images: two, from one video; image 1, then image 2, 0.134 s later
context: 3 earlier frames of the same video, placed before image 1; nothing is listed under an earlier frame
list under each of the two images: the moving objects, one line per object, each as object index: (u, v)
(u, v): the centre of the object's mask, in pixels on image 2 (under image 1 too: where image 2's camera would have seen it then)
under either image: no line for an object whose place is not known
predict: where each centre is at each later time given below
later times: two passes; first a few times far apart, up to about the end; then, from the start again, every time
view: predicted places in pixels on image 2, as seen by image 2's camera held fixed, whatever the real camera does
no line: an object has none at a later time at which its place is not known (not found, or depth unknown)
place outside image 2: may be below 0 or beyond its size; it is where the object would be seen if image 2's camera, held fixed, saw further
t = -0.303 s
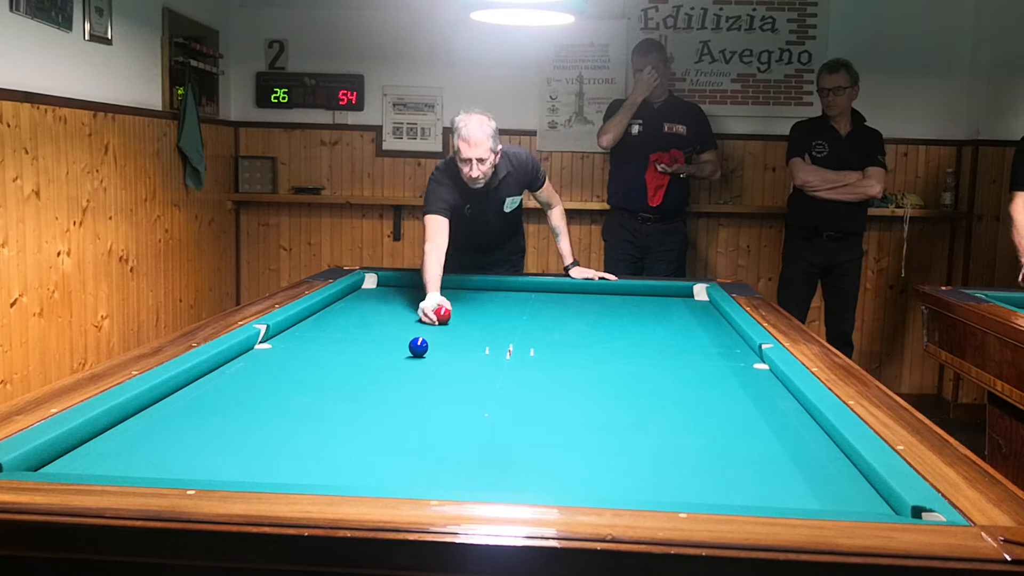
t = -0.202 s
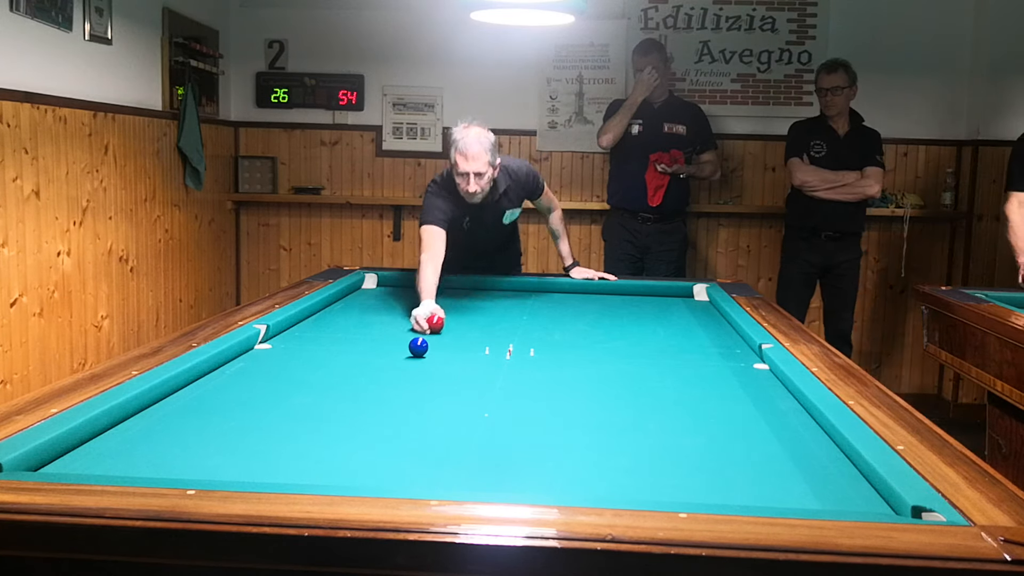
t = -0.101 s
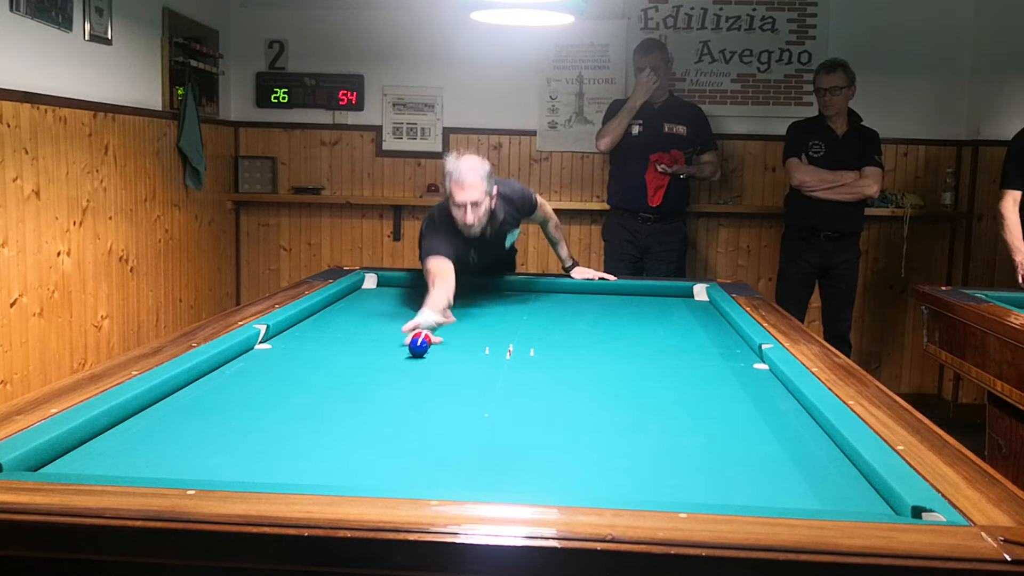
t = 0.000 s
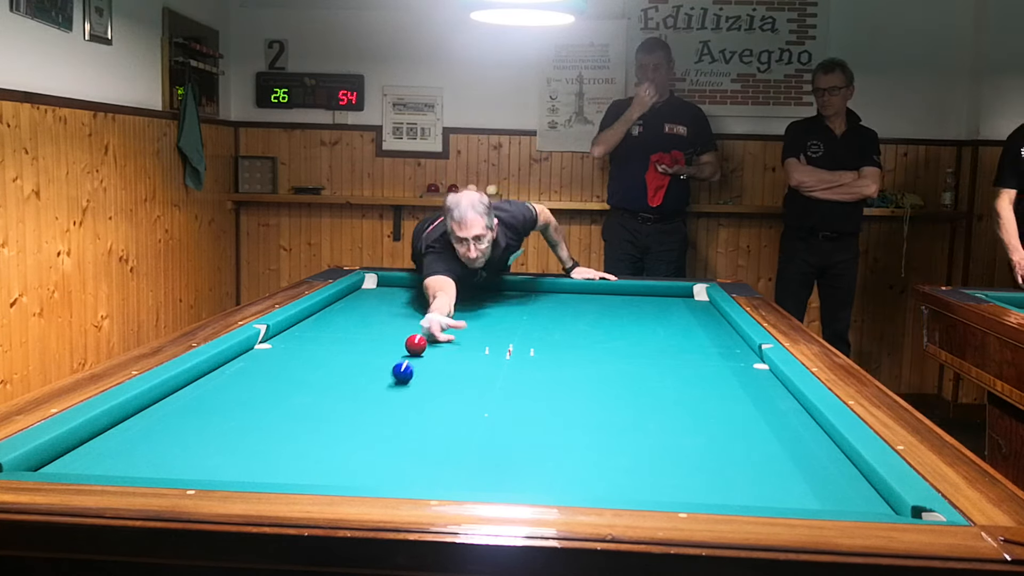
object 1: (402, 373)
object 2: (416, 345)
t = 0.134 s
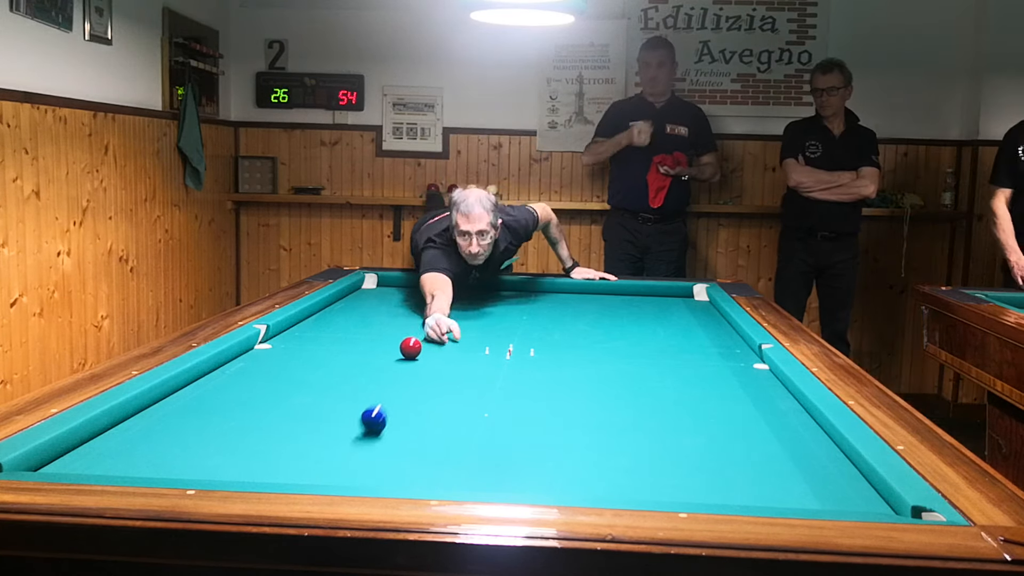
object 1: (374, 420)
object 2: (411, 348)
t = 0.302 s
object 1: (336, 478)
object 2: (404, 352)
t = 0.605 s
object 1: (424, 391)
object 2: (392, 358)
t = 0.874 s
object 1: (464, 349)
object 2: (381, 365)
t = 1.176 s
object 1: (493, 318)
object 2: (367, 372)
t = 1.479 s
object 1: (513, 296)
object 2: (354, 379)
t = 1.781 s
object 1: (520, 293)
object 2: (341, 386)
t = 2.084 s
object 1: (517, 305)
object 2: (327, 394)
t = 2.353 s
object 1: (514, 318)
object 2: (315, 401)
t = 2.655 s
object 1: (510, 334)
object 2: (302, 408)
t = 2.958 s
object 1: (506, 353)
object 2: (288, 416)
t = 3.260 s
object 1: (501, 377)
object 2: (274, 423)
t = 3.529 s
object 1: (495, 403)
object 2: (262, 430)
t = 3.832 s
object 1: (487, 440)
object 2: (249, 437)
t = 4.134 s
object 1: (476, 482)
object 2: (237, 443)
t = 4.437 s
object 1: (483, 477)
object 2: (225, 451)
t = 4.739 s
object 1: (494, 449)
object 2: (214, 456)
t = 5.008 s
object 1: (501, 428)
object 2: (204, 461)
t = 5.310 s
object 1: (508, 408)
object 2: (194, 464)
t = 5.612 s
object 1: (514, 391)
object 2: (188, 466)
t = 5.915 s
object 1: (518, 377)
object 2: (182, 468)
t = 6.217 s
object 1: (522, 365)
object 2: (178, 469)
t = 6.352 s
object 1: (524, 360)
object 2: (177, 470)
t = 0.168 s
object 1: (365, 435)
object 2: (409, 349)
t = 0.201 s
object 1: (355, 452)
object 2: (408, 349)
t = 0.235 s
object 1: (344, 468)
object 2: (407, 350)
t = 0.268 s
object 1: (334, 477)
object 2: (405, 351)
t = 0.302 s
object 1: (336, 478)
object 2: (404, 352)
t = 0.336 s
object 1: (349, 471)
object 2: (403, 352)
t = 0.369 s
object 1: (362, 460)
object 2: (401, 353)
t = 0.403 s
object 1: (373, 447)
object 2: (400, 354)
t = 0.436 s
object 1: (384, 435)
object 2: (398, 355)
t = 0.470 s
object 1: (394, 425)
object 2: (397, 355)
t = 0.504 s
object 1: (403, 415)
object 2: (396, 356)
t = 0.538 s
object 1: (411, 406)
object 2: (394, 357)
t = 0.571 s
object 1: (418, 399)
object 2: (393, 357)
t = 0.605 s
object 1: (424, 391)
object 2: (392, 358)
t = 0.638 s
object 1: (431, 385)
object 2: (390, 359)
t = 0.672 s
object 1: (436, 379)
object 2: (389, 360)
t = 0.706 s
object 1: (441, 373)
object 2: (388, 361)
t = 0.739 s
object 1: (446, 367)
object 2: (386, 361)
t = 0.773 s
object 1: (451, 362)
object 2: (385, 362)
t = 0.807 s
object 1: (456, 358)
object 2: (383, 363)
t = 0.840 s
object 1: (460, 353)
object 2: (382, 364)
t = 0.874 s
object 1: (464, 349)
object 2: (381, 365)
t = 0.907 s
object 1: (467, 345)
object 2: (379, 365)
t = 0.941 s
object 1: (471, 341)
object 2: (378, 366)
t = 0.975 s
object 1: (475, 337)
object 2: (376, 367)
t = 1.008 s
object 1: (478, 334)
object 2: (375, 368)
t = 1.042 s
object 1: (481, 330)
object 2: (373, 369)
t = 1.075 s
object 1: (484, 327)
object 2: (372, 369)
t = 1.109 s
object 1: (487, 324)
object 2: (370, 370)
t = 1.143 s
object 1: (490, 321)
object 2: (369, 371)
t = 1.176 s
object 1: (493, 318)
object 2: (367, 372)
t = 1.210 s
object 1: (495, 315)
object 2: (366, 373)
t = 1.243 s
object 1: (498, 312)
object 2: (365, 374)
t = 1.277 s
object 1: (500, 310)
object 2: (363, 374)
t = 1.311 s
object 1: (503, 307)
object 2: (362, 375)
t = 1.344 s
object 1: (505, 305)
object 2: (360, 376)
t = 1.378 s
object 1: (507, 302)
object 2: (359, 377)
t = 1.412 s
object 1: (509, 300)
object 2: (357, 378)
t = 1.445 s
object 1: (511, 298)
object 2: (356, 378)
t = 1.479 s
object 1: (513, 296)
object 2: (354, 379)
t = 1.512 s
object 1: (515, 294)
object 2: (353, 380)
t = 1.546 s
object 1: (517, 292)
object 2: (351, 381)
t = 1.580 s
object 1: (519, 290)
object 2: (350, 382)
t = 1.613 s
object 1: (521, 288)
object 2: (348, 382)
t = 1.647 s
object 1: (522, 287)
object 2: (347, 383)
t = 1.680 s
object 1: (521, 288)
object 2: (345, 384)
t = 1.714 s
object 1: (521, 290)
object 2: (344, 385)
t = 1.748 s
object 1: (520, 291)
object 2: (342, 386)
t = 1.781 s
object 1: (520, 293)
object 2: (341, 386)
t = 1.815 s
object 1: (520, 294)
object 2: (339, 387)
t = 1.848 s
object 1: (519, 296)
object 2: (338, 388)
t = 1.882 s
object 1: (519, 297)
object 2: (336, 389)
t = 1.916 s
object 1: (518, 299)
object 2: (335, 390)
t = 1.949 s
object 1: (518, 300)
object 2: (333, 391)
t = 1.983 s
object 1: (518, 301)
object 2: (332, 392)
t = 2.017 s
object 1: (517, 303)
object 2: (330, 392)
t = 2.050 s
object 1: (517, 304)
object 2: (328, 393)
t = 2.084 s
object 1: (517, 305)
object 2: (327, 394)
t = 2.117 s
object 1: (516, 307)
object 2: (325, 395)
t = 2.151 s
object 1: (516, 308)
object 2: (324, 396)
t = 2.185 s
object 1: (516, 310)
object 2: (322, 397)
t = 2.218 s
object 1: (515, 311)
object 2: (321, 397)
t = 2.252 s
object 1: (515, 313)
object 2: (320, 398)
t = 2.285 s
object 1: (515, 314)
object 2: (318, 399)
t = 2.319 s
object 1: (514, 316)
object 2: (317, 399)
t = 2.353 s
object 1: (514, 318)
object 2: (315, 401)
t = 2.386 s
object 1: (514, 319)
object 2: (314, 402)
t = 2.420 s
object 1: (513, 321)
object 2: (312, 402)
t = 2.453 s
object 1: (513, 323)
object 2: (311, 403)
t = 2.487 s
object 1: (512, 325)
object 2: (309, 404)
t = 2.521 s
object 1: (512, 326)
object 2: (308, 405)
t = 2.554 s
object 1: (512, 328)
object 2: (306, 406)
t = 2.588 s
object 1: (511, 330)
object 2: (305, 407)
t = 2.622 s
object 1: (511, 332)
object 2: (303, 407)
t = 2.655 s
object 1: (510, 334)
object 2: (302, 408)
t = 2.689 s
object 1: (510, 336)
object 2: (300, 409)
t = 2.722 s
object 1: (509, 338)
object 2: (299, 410)
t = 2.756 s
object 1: (509, 340)
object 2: (297, 411)
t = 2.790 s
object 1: (508, 341)
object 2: (296, 411)
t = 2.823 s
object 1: (508, 344)
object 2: (294, 412)
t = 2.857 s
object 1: (507, 346)
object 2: (293, 413)
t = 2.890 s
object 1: (507, 348)
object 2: (291, 414)
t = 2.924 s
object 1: (506, 351)
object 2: (290, 415)
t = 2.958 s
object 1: (506, 353)
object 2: (288, 416)
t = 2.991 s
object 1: (505, 355)
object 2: (287, 416)
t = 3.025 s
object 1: (505, 358)
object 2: (285, 417)
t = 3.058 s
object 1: (504, 361)
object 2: (283, 418)
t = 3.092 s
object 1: (504, 363)
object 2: (282, 419)
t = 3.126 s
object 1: (503, 366)
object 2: (280, 420)
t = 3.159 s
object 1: (503, 369)
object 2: (279, 420)
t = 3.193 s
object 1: (502, 371)
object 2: (277, 421)
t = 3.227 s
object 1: (501, 374)
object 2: (276, 422)
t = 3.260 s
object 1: (501, 377)
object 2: (274, 423)
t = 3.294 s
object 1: (500, 380)
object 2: (273, 424)
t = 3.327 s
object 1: (499, 383)
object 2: (272, 425)
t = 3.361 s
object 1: (499, 386)
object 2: (270, 425)
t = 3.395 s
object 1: (498, 389)
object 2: (268, 426)
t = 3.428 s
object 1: (497, 393)
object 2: (267, 427)
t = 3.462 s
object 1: (497, 396)
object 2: (265, 428)
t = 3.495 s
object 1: (496, 399)
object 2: (264, 429)
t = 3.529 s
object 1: (495, 403)
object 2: (262, 430)
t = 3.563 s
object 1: (494, 406)
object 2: (261, 430)
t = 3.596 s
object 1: (493, 410)
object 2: (259, 431)
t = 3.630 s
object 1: (493, 414)
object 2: (258, 432)
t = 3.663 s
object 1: (492, 418)
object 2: (257, 433)
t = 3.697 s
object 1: (491, 422)
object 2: (255, 433)
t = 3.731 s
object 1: (490, 426)
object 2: (254, 434)
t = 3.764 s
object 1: (489, 431)
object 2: (252, 435)
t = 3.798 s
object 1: (488, 435)
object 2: (251, 436)
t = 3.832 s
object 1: (487, 440)
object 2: (249, 437)
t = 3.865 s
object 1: (486, 445)
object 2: (248, 438)
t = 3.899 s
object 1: (485, 450)
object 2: (247, 438)
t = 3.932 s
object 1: (484, 455)
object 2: (245, 439)
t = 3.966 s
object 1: (483, 460)
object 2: (244, 440)
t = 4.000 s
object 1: (481, 465)
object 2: (242, 440)
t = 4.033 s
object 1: (480, 470)
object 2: (241, 441)
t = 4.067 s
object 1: (479, 475)
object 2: (240, 442)
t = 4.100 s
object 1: (478, 479)
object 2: (238, 443)
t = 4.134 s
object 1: (476, 482)
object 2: (237, 443)
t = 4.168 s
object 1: (475, 485)
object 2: (236, 444)
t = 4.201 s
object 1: (474, 487)
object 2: (234, 445)
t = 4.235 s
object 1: (473, 489)
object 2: (233, 446)
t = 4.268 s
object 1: (475, 487)
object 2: (232, 447)
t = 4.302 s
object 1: (477, 485)
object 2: (231, 448)
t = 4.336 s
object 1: (478, 483)
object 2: (229, 448)
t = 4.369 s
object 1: (480, 481)
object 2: (228, 449)
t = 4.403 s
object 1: (481, 479)
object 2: (227, 450)
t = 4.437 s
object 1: (483, 477)
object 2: (225, 451)
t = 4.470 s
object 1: (484, 475)
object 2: (224, 451)
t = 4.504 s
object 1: (486, 471)
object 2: (223, 452)
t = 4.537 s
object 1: (487, 468)
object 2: (222, 452)
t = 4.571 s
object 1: (488, 465)
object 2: (220, 453)
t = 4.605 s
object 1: (489, 462)
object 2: (219, 454)
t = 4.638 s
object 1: (490, 458)
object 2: (218, 455)
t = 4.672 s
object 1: (492, 455)
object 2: (217, 455)
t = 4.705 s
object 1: (493, 452)
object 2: (215, 456)
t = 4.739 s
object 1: (494, 449)
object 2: (214, 456)
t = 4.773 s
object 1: (495, 446)
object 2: (213, 457)
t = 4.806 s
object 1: (495, 444)
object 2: (211, 458)
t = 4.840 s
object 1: (497, 441)
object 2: (210, 458)
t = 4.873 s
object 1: (497, 438)
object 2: (209, 459)
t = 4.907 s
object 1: (498, 436)
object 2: (208, 460)
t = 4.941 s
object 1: (499, 433)
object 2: (207, 460)
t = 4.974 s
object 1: (500, 431)
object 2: (205, 461)
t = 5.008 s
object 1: (501, 428)
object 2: (204, 461)
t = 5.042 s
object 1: (502, 426)
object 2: (203, 462)
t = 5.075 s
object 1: (503, 424)
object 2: (201, 462)
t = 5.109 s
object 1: (503, 421)
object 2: (200, 463)
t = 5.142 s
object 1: (504, 419)
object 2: (199, 463)
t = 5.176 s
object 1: (505, 417)
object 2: (199, 463)
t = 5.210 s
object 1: (506, 415)
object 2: (198, 464)
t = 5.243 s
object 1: (507, 412)
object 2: (196, 464)
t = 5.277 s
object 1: (507, 410)
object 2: (196, 464)
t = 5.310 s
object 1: (508, 408)
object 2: (194, 464)
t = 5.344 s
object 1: (509, 406)
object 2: (194, 465)
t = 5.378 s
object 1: (509, 404)
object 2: (193, 465)
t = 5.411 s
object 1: (510, 402)
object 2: (192, 465)
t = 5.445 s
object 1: (510, 400)
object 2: (191, 465)
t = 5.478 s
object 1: (511, 399)
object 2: (190, 466)
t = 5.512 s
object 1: (512, 397)
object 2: (189, 466)
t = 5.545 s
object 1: (512, 395)
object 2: (189, 466)
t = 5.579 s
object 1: (513, 393)
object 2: (188, 466)
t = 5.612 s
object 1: (514, 391)
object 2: (188, 466)
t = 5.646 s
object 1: (514, 390)
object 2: (188, 466)
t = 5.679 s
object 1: (515, 388)
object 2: (187, 467)
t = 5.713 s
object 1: (515, 386)
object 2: (186, 467)
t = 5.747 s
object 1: (516, 385)
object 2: (186, 467)
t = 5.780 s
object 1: (516, 383)
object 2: (185, 467)
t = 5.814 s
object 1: (517, 382)
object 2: (184, 467)
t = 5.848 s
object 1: (517, 380)
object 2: (184, 468)
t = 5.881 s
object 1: (518, 379)
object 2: (183, 468)
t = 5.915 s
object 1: (518, 377)
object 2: (182, 468)
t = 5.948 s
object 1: (519, 376)
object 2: (182, 468)
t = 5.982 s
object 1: (519, 374)
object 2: (181, 468)
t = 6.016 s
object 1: (520, 373)
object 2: (181, 468)
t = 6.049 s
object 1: (520, 371)
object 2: (180, 469)
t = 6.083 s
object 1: (521, 370)
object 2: (180, 469)
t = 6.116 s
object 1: (521, 369)
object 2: (179, 469)
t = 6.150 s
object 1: (521, 367)
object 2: (179, 469)
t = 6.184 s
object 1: (522, 366)
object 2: (179, 469)
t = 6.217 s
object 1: (522, 365)
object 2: (178, 469)
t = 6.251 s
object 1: (523, 364)
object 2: (178, 470)
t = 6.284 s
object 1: (523, 362)
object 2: (178, 470)
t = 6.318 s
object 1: (523, 361)
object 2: (177, 470)
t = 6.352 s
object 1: (524, 360)
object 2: (177, 470)
